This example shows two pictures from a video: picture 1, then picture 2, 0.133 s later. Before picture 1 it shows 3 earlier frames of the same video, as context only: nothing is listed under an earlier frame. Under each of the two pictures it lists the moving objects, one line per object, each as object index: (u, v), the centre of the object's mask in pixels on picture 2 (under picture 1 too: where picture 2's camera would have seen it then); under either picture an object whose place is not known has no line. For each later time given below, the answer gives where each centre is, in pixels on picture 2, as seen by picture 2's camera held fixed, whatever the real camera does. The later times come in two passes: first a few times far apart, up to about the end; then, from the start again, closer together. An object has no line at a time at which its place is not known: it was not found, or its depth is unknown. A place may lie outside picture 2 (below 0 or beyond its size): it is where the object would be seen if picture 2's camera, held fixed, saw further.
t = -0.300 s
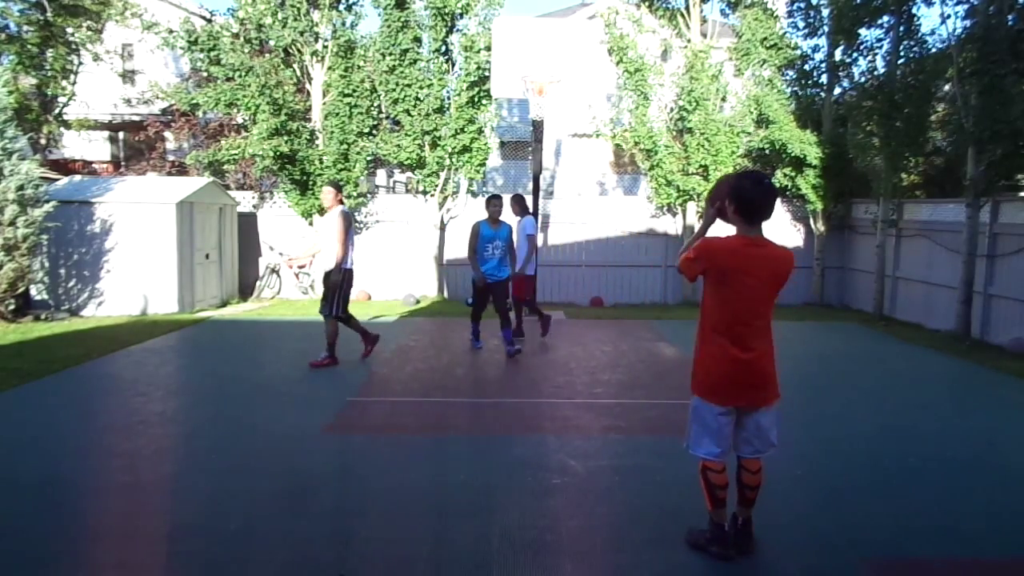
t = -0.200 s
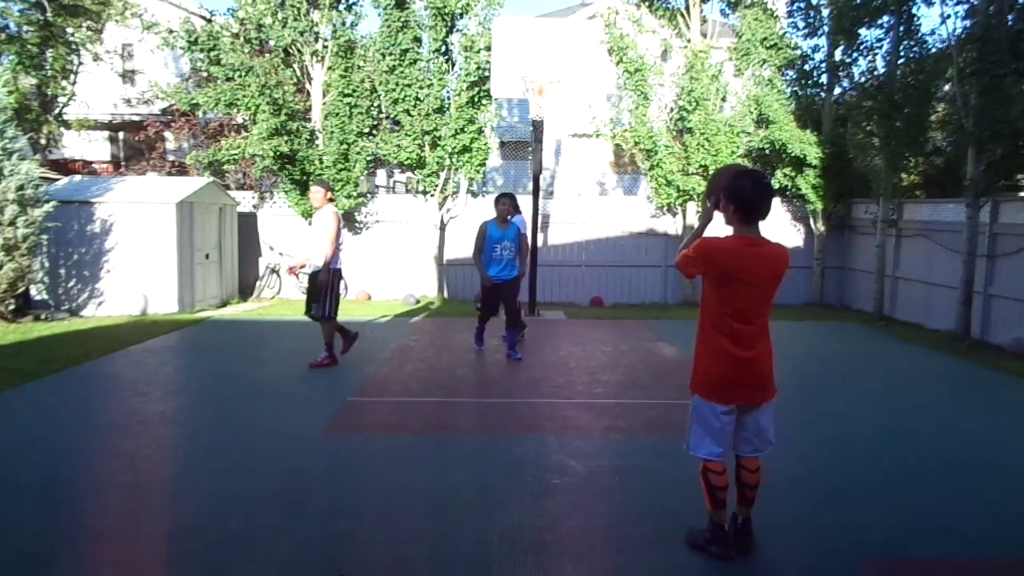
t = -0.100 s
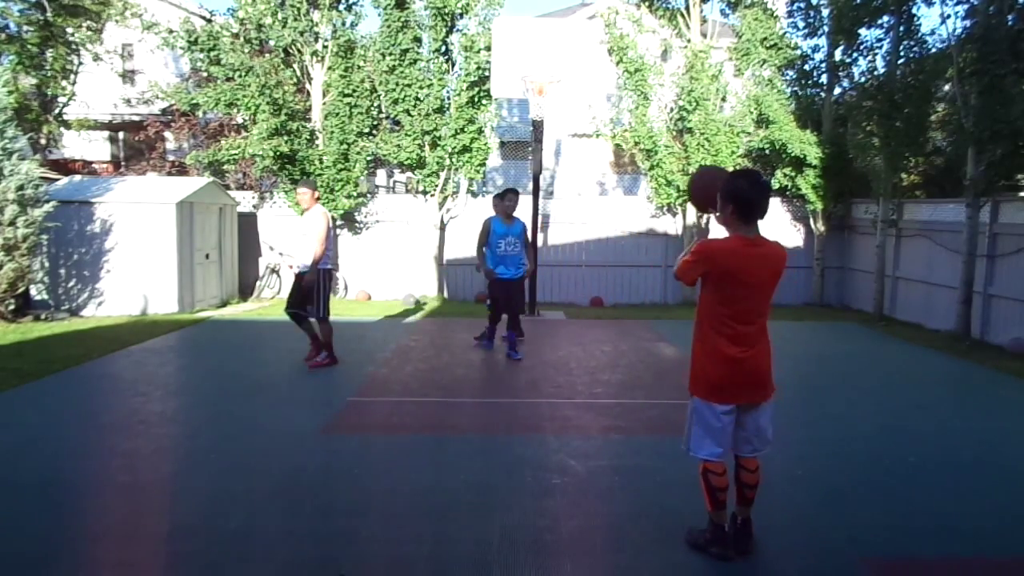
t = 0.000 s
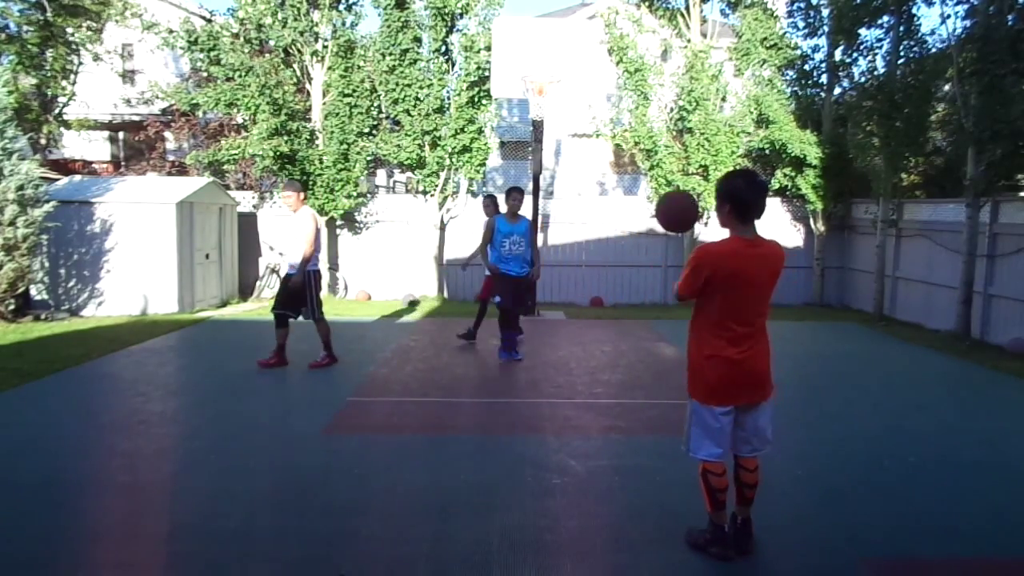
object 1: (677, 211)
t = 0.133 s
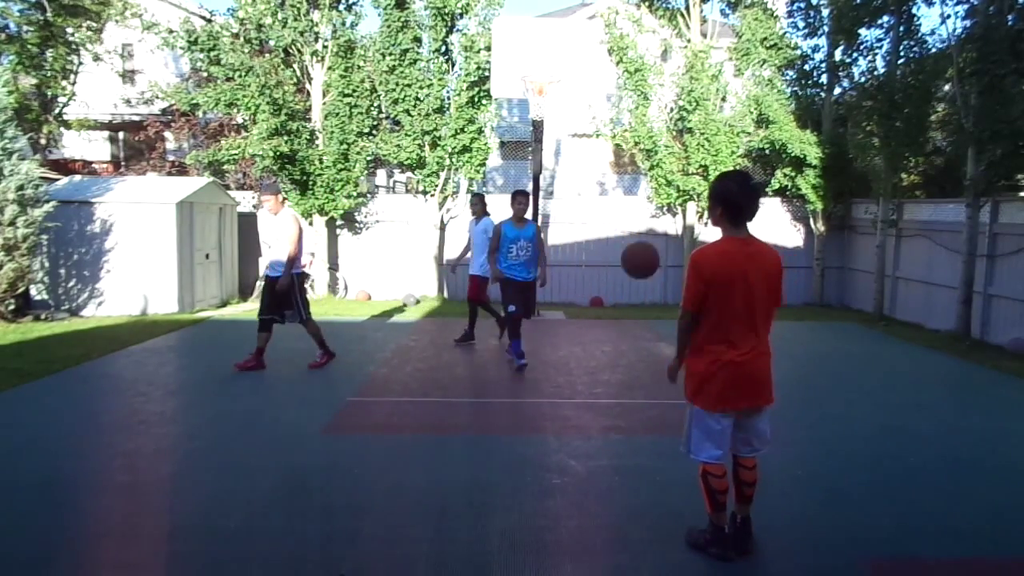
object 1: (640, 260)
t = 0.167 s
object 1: (632, 274)
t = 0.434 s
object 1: (587, 366)
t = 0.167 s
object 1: (632, 274)
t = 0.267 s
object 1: (611, 322)
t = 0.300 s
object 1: (605, 339)
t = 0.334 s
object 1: (599, 356)
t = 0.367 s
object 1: (593, 374)
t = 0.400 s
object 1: (589, 385)
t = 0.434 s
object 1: (587, 366)
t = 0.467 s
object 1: (586, 348)
